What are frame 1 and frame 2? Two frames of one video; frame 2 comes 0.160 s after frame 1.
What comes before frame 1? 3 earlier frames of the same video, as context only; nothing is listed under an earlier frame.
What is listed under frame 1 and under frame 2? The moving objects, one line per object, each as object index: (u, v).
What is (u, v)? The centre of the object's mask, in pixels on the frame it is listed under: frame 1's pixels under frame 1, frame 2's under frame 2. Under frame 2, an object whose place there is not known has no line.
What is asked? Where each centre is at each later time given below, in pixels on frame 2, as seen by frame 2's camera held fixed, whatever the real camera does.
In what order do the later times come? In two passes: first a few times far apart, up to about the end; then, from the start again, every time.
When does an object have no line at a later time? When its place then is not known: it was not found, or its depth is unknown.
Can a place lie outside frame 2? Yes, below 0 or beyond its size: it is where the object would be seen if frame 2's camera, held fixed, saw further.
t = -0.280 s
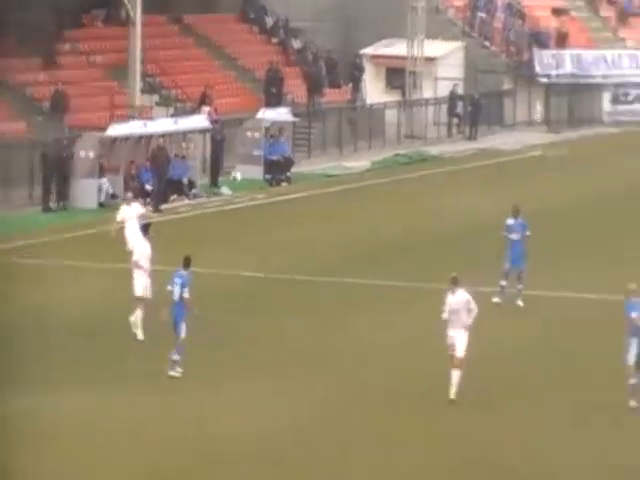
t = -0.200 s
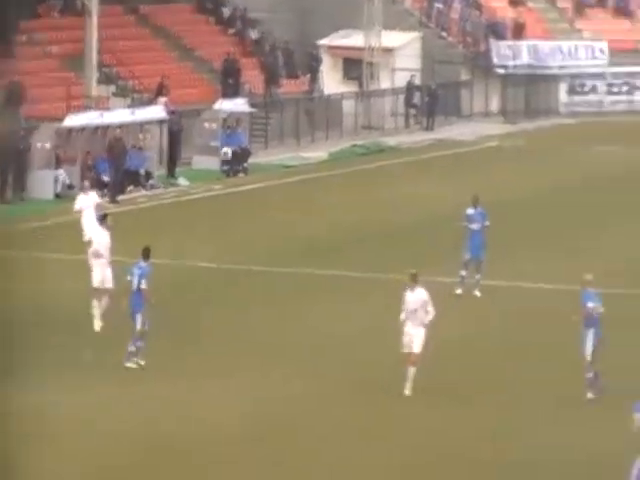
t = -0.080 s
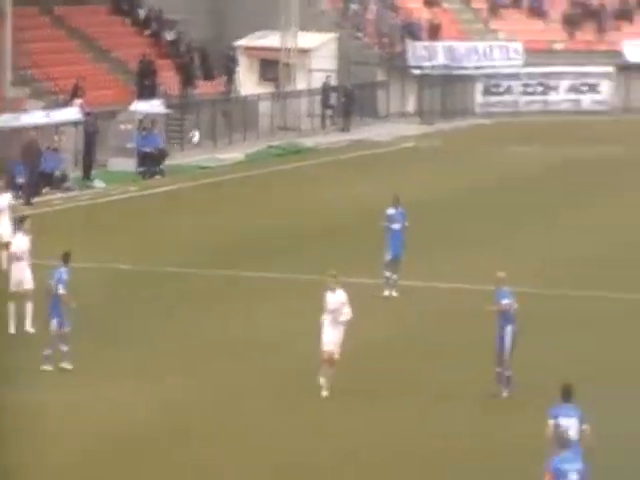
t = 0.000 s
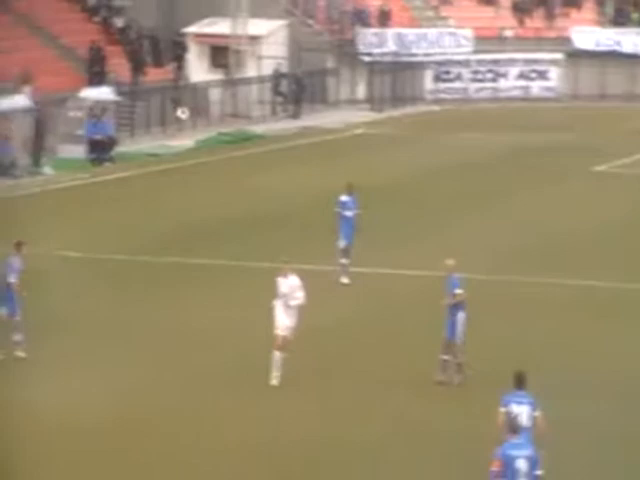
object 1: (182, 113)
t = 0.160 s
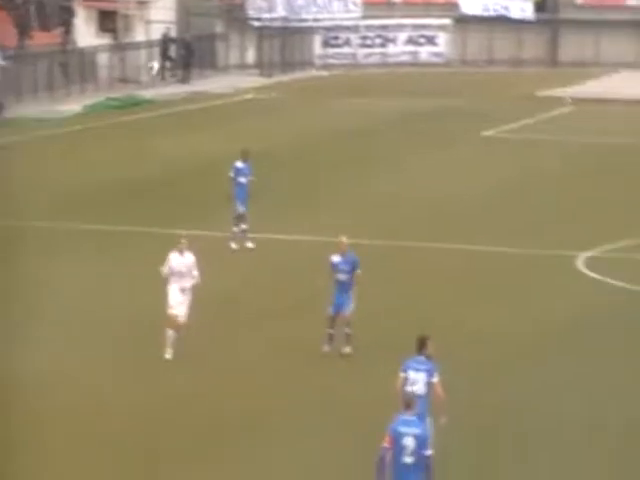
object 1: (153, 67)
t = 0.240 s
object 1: (198, 66)
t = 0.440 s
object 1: (318, 84)
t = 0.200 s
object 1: (175, 67)
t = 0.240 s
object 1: (198, 66)
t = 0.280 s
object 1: (220, 69)
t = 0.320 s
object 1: (245, 71)
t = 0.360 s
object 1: (268, 74)
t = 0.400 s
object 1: (293, 78)
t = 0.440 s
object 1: (318, 84)
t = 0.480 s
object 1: (344, 89)
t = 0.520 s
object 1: (370, 96)
